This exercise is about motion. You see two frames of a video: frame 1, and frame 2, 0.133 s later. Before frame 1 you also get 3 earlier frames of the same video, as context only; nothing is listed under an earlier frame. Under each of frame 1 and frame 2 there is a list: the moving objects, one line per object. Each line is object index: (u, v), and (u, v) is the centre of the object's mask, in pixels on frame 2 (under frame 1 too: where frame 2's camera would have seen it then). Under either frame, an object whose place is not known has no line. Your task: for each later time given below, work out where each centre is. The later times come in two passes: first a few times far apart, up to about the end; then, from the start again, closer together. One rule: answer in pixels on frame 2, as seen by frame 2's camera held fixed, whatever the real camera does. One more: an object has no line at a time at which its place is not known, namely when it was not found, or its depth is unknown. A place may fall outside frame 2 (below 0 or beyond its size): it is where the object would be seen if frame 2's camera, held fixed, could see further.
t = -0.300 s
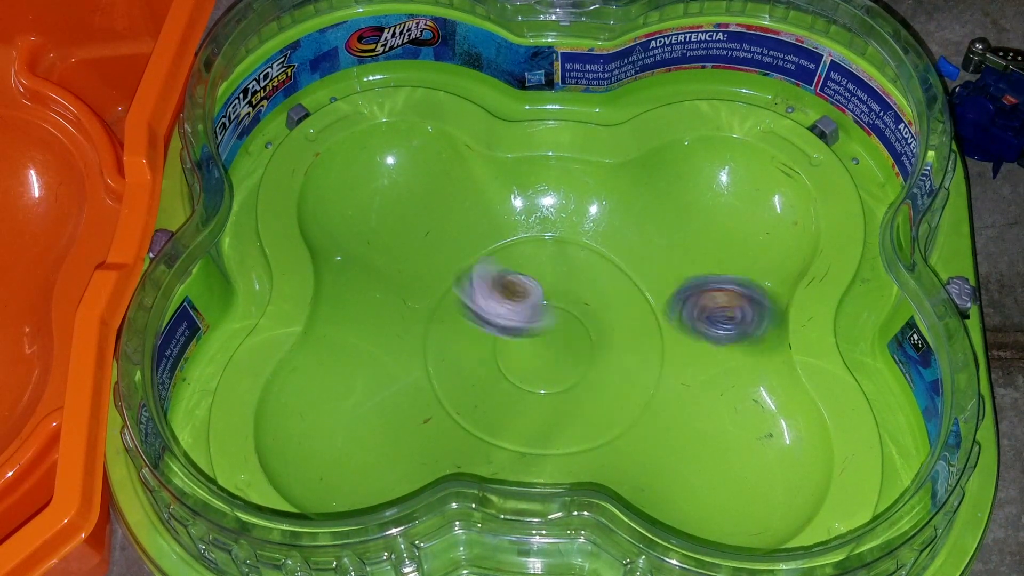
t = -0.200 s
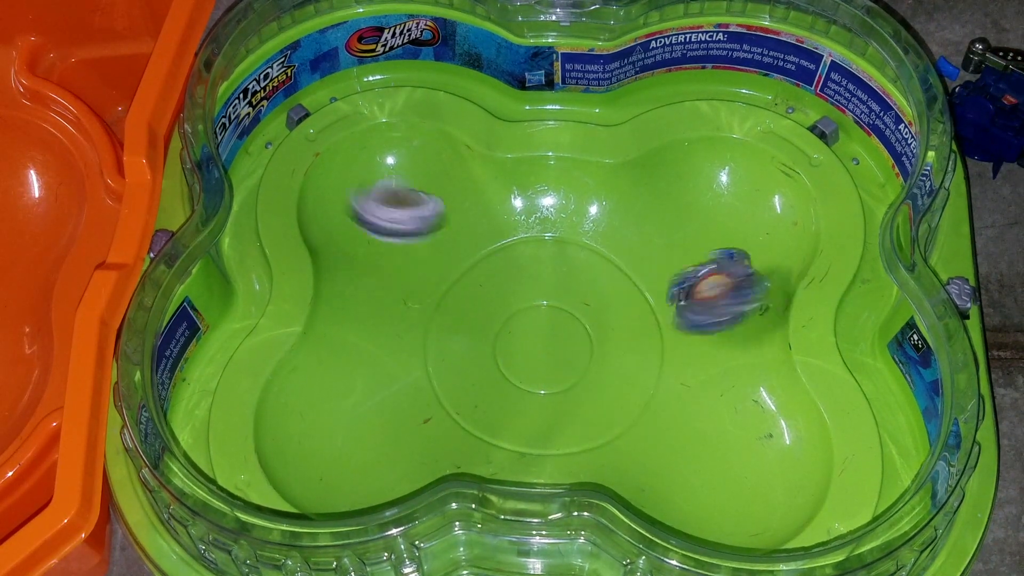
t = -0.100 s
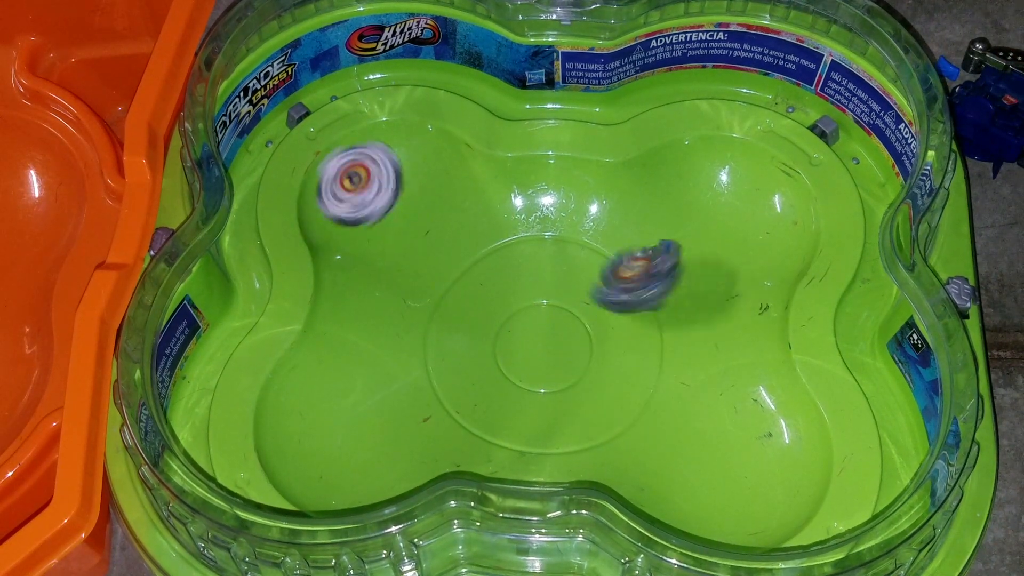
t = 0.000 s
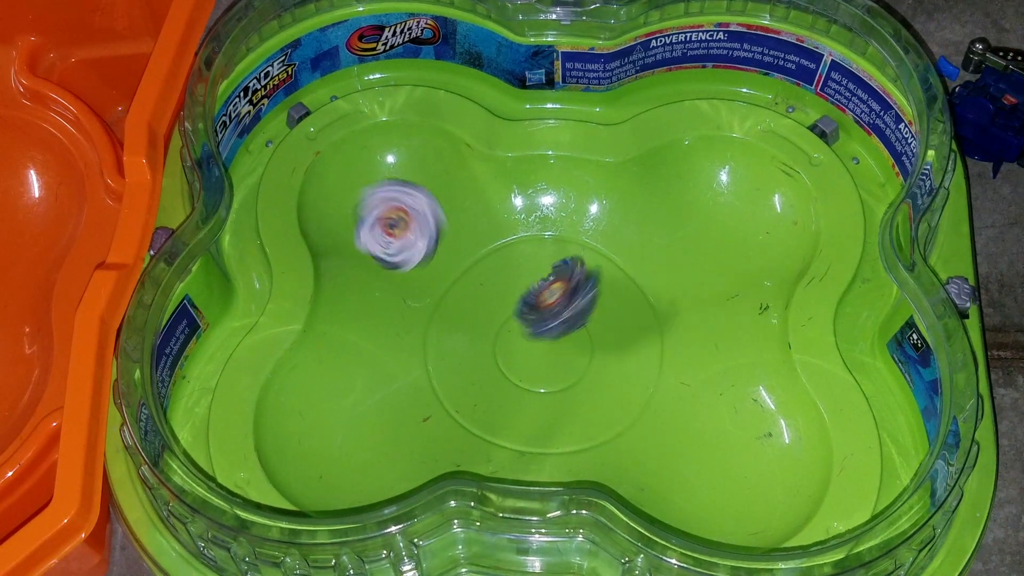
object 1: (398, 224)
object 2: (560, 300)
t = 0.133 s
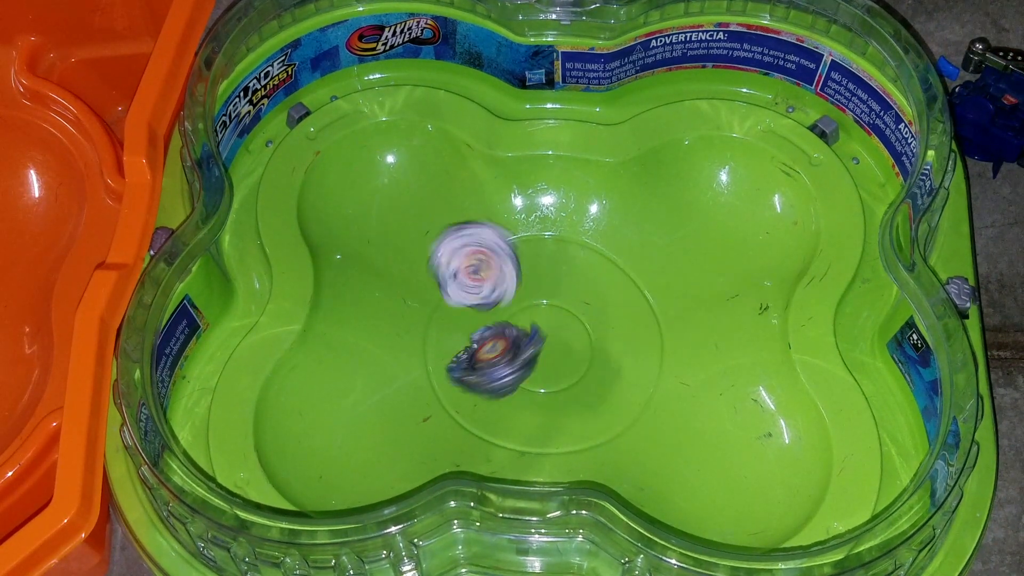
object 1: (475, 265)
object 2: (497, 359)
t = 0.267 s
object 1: (546, 276)
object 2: (449, 386)
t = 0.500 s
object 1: (571, 273)
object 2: (440, 371)
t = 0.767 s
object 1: (558, 276)
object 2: (441, 368)
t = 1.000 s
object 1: (558, 276)
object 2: (442, 367)
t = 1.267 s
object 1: (560, 277)
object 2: (442, 367)
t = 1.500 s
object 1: (556, 275)
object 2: (442, 368)
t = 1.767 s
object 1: (558, 276)
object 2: (442, 368)
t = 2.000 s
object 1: (559, 276)
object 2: (442, 368)
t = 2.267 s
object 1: (560, 277)
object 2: (442, 368)
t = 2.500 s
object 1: (559, 276)
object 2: (442, 368)
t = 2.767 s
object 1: (559, 276)
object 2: (442, 368)
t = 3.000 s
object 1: (559, 276)
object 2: (442, 368)
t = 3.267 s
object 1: (560, 277)
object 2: (442, 368)
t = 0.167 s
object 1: (495, 270)
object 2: (483, 370)
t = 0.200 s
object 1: (514, 273)
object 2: (471, 378)
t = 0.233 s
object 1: (531, 275)
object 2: (460, 383)
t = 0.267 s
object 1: (546, 276)
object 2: (449, 386)
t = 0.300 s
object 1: (558, 277)
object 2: (440, 387)
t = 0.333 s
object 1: (566, 275)
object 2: (435, 386)
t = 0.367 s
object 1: (571, 274)
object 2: (433, 382)
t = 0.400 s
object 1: (573, 272)
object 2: (434, 380)
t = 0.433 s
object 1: (573, 272)
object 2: (435, 378)
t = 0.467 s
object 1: (573, 272)
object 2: (437, 375)
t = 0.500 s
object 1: (571, 273)
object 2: (440, 371)
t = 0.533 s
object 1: (568, 274)
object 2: (441, 366)
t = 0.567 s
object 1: (564, 275)
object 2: (441, 364)
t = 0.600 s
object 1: (560, 276)
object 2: (441, 365)
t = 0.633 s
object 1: (557, 275)
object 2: (442, 368)
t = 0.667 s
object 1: (556, 274)
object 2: (441, 369)
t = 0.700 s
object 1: (556, 274)
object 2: (440, 370)
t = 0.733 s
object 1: (557, 275)
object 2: (440, 370)
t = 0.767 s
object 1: (558, 276)
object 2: (441, 368)
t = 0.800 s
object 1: (560, 277)
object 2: (442, 367)
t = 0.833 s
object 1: (561, 277)
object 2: (442, 368)
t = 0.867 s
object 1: (562, 277)
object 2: (442, 368)
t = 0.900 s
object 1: (562, 277)
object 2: (442, 368)
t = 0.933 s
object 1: (561, 277)
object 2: (442, 368)
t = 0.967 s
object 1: (559, 276)
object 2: (442, 368)
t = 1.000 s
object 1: (558, 276)
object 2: (442, 367)
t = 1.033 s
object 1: (557, 275)
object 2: (442, 367)
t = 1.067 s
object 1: (556, 275)
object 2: (442, 367)
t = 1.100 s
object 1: (556, 275)
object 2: (442, 367)
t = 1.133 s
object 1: (557, 275)
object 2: (442, 367)
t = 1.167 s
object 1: (558, 276)
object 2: (442, 367)
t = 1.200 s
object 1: (559, 276)
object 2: (442, 367)
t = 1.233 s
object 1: (560, 277)
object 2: (442, 368)
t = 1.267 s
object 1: (560, 277)
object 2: (442, 367)
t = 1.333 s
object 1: (560, 276)
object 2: (442, 367)
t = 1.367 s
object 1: (559, 276)
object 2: (442, 368)
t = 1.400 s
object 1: (558, 276)
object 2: (442, 368)
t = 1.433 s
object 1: (557, 276)
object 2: (442, 368)
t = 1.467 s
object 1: (557, 275)
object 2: (442, 368)
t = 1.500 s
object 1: (556, 275)
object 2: (442, 368)
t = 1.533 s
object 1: (556, 275)
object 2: (442, 368)
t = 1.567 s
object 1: (556, 275)
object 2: (442, 368)
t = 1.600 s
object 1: (557, 275)
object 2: (442, 368)
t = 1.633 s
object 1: (557, 275)
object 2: (442, 368)
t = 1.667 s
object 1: (557, 275)
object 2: (442, 368)
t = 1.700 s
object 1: (557, 276)
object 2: (442, 368)
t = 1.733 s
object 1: (557, 276)
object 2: (442, 368)
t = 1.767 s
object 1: (558, 276)
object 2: (442, 368)
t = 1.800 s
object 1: (558, 276)
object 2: (442, 368)
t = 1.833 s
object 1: (558, 276)
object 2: (442, 368)
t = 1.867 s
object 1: (559, 276)
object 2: (442, 368)
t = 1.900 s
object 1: (559, 276)
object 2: (442, 368)
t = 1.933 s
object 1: (560, 277)
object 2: (442, 368)
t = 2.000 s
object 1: (559, 276)
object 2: (442, 368)
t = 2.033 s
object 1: (559, 276)
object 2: (442, 368)
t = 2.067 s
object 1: (558, 276)
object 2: (442, 368)
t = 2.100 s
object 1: (558, 276)
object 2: (442, 368)
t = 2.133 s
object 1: (558, 276)
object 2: (442, 368)
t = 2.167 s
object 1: (559, 276)
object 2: (442, 368)
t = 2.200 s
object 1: (559, 276)
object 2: (442, 368)
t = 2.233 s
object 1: (559, 276)
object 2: (442, 368)
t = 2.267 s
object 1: (560, 277)
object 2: (442, 368)
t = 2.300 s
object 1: (560, 277)
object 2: (442, 368)
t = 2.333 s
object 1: (560, 277)
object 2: (442, 368)
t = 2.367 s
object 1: (559, 276)
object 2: (442, 368)
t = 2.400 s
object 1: (559, 276)
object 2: (442, 368)
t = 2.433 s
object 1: (559, 276)
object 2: (442, 368)
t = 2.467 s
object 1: (559, 276)
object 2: (442, 368)
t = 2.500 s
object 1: (559, 276)
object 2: (442, 368)
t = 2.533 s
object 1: (559, 277)
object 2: (442, 368)
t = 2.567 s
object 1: (560, 277)
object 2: (442, 368)
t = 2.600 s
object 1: (560, 277)
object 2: (442, 368)
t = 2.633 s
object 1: (559, 277)
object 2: (442, 368)
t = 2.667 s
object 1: (559, 276)
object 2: (442, 368)
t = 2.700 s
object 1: (559, 276)
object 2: (442, 368)
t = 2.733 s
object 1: (559, 276)
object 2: (442, 368)
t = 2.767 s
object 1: (559, 276)
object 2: (442, 368)
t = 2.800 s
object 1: (559, 276)
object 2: (442, 368)
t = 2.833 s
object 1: (560, 277)
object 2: (442, 368)
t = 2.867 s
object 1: (560, 277)
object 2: (442, 368)
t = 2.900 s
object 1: (560, 277)
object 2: (442, 368)
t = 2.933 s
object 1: (559, 277)
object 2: (442, 368)
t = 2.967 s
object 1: (559, 276)
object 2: (442, 368)
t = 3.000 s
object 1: (559, 276)
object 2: (442, 368)
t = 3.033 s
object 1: (559, 277)
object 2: (442, 368)
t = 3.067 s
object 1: (560, 277)
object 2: (442, 368)
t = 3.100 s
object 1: (560, 277)
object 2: (442, 368)
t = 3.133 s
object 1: (560, 277)
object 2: (442, 368)
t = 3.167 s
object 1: (560, 277)
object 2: (442, 368)
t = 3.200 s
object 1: (559, 277)
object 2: (442, 368)
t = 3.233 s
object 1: (560, 277)
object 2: (442, 368)
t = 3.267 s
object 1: (560, 277)
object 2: (442, 368)
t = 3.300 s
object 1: (560, 277)
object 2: (442, 368)
